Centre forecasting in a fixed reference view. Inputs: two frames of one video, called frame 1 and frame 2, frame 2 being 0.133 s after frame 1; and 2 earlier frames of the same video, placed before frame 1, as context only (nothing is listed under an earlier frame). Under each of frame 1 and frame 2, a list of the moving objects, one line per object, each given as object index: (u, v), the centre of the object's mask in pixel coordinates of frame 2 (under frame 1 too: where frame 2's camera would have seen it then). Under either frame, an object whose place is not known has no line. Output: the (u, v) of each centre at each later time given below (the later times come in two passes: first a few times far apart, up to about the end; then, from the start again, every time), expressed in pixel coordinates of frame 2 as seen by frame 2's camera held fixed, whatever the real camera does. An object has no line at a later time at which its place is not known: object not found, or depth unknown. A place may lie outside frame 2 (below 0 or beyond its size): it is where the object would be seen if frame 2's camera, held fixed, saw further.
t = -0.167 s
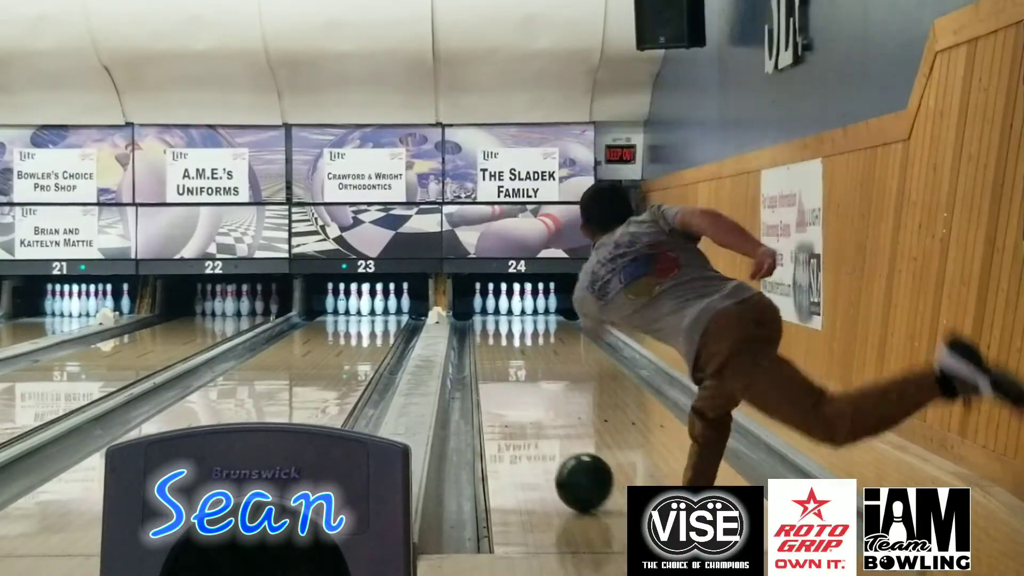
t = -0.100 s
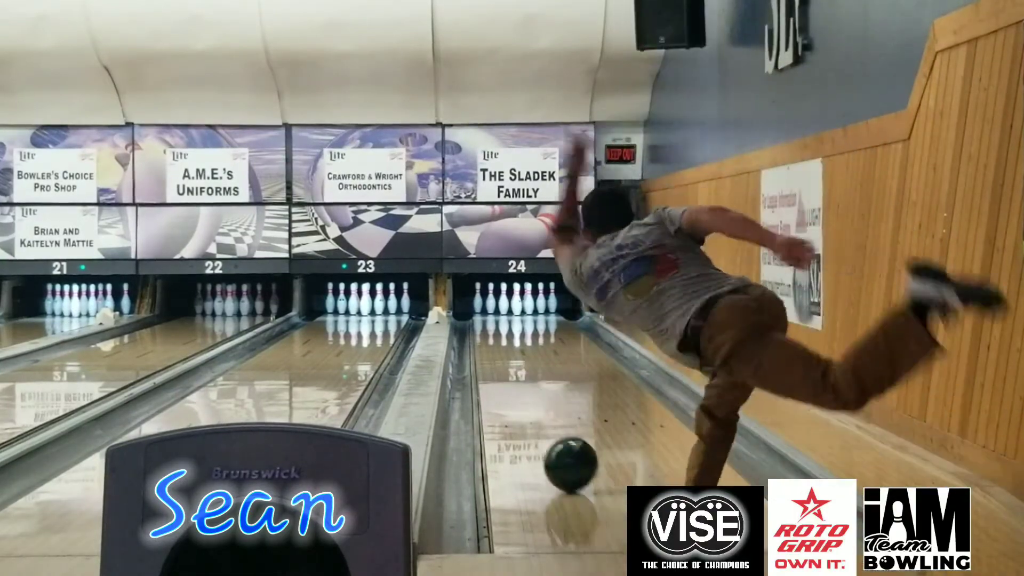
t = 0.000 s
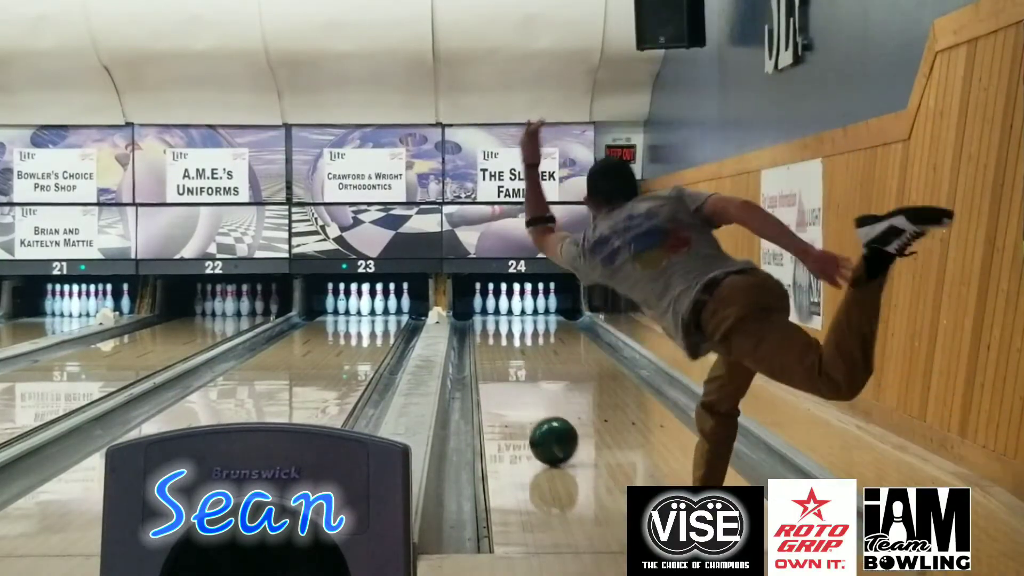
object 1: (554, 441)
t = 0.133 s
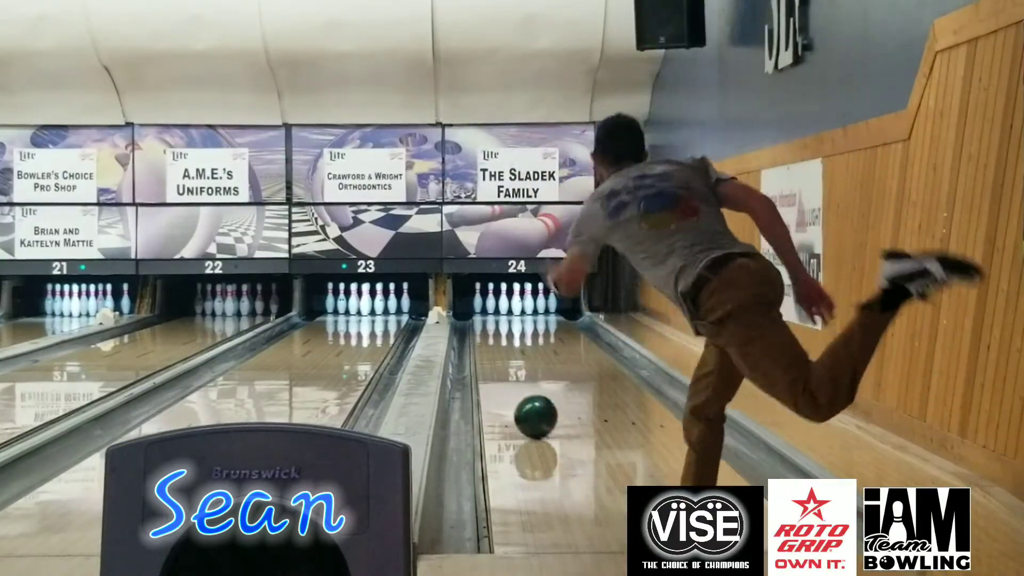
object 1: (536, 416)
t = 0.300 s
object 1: (519, 393)
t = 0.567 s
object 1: (501, 366)
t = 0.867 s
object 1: (490, 345)
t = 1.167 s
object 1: (485, 330)
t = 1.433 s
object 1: (487, 320)
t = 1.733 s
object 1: (500, 311)
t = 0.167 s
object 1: (532, 411)
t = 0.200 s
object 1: (529, 406)
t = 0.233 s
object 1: (525, 402)
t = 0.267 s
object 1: (522, 397)
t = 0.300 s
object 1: (519, 393)
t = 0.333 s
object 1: (516, 389)
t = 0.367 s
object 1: (514, 386)
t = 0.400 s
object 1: (511, 382)
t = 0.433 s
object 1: (509, 379)
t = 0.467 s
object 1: (507, 375)
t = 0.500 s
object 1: (505, 372)
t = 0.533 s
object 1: (503, 369)
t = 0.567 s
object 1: (501, 366)
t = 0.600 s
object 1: (499, 364)
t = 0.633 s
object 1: (498, 361)
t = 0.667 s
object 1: (496, 358)
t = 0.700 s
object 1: (495, 356)
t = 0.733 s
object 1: (494, 354)
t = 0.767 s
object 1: (493, 352)
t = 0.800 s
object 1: (492, 349)
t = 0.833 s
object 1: (491, 347)
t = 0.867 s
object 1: (490, 345)
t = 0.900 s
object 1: (489, 343)
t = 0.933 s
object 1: (488, 341)
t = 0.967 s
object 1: (488, 339)
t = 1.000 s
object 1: (487, 338)
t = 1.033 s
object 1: (487, 336)
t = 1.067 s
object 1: (486, 334)
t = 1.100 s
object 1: (486, 332)
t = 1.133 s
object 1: (485, 331)
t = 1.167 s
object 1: (485, 330)
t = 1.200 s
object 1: (485, 328)
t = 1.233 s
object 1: (485, 327)
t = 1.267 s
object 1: (485, 326)
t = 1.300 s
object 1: (485, 324)
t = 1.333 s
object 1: (485, 323)
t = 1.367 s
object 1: (486, 322)
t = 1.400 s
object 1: (486, 321)
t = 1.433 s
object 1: (487, 320)
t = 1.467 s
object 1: (488, 319)
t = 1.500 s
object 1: (489, 317)
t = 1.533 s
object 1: (492, 317)
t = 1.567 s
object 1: (492, 316)
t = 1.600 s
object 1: (493, 315)
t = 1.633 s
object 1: (495, 314)
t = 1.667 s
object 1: (497, 313)
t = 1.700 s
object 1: (498, 312)
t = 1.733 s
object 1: (500, 311)
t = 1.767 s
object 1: (502, 310)
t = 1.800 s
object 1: (504, 310)
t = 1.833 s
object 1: (506, 309)
